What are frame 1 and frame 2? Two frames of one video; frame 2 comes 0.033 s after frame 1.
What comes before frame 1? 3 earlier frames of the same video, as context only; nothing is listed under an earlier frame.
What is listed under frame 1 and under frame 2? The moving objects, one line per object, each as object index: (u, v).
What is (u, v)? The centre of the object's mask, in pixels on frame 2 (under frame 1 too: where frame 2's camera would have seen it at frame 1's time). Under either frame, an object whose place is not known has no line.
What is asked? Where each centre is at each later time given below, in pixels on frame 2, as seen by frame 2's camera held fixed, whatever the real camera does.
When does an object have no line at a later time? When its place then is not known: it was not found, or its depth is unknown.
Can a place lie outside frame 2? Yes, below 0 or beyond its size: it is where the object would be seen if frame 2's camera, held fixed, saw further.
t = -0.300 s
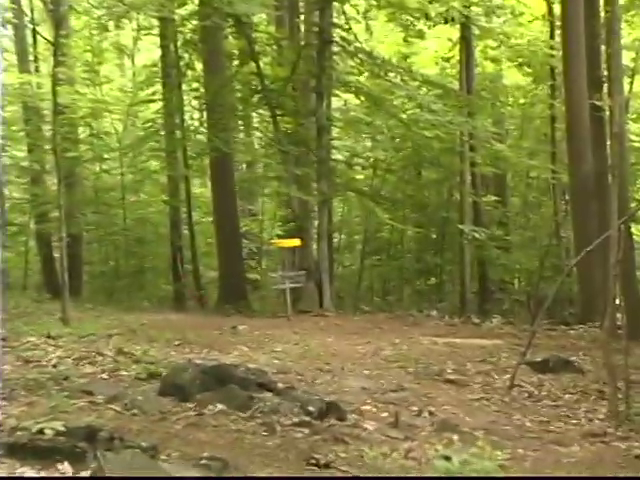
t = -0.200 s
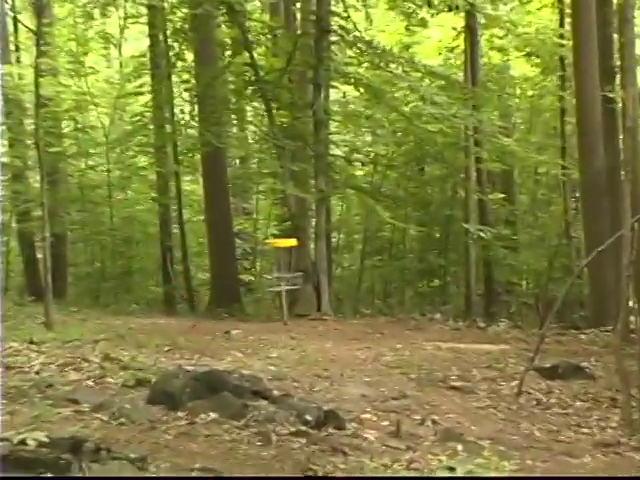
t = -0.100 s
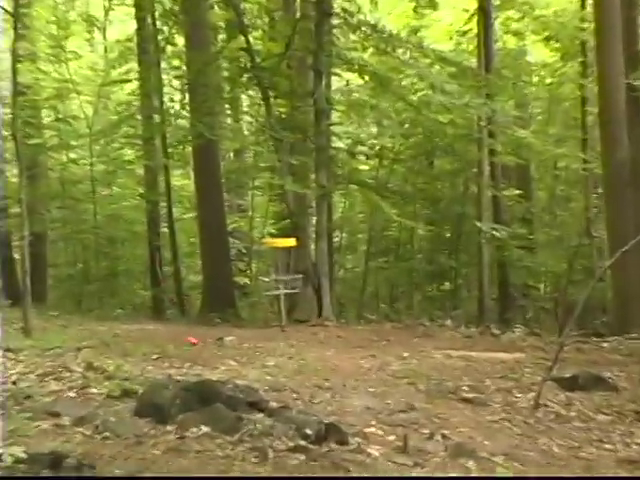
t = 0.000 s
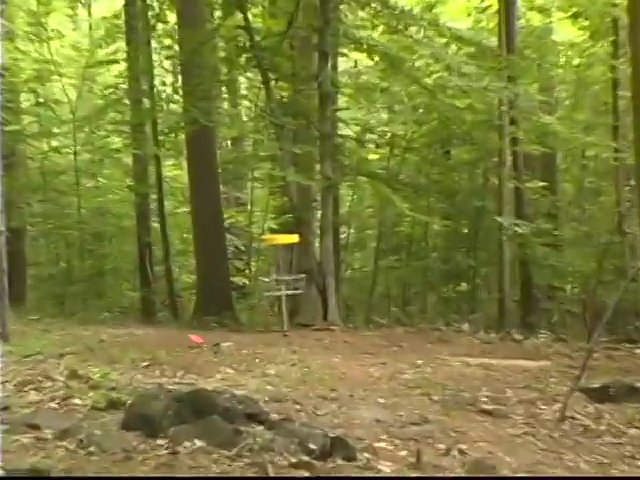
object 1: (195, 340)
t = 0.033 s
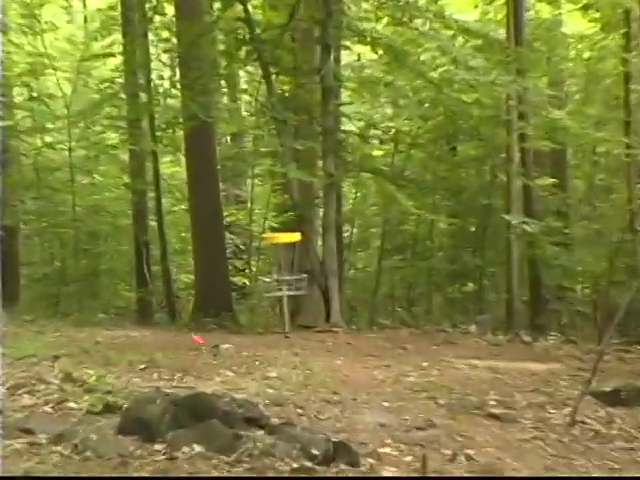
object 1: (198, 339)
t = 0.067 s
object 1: (202, 339)
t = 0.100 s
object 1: (203, 339)
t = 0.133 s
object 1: (207, 340)
